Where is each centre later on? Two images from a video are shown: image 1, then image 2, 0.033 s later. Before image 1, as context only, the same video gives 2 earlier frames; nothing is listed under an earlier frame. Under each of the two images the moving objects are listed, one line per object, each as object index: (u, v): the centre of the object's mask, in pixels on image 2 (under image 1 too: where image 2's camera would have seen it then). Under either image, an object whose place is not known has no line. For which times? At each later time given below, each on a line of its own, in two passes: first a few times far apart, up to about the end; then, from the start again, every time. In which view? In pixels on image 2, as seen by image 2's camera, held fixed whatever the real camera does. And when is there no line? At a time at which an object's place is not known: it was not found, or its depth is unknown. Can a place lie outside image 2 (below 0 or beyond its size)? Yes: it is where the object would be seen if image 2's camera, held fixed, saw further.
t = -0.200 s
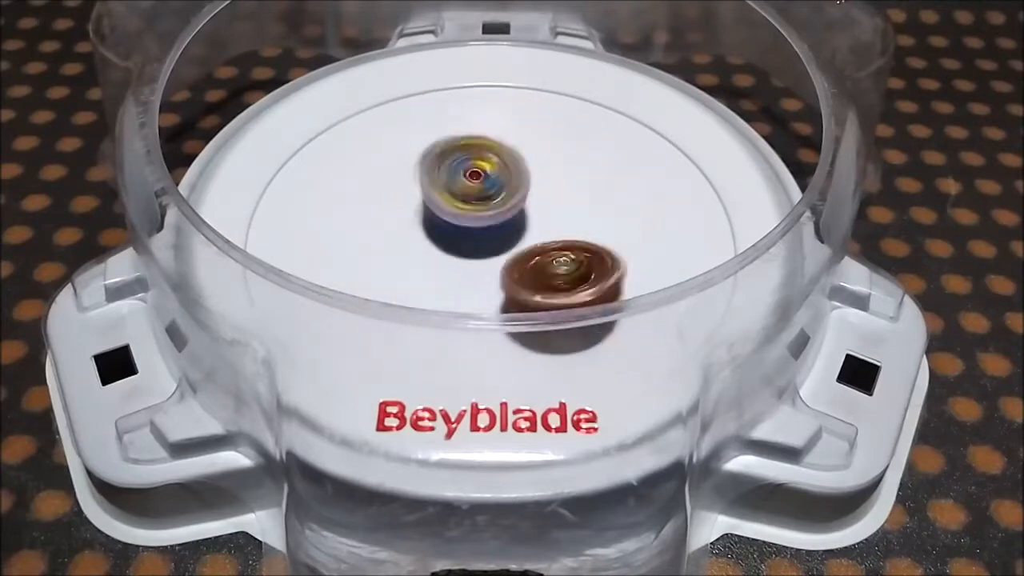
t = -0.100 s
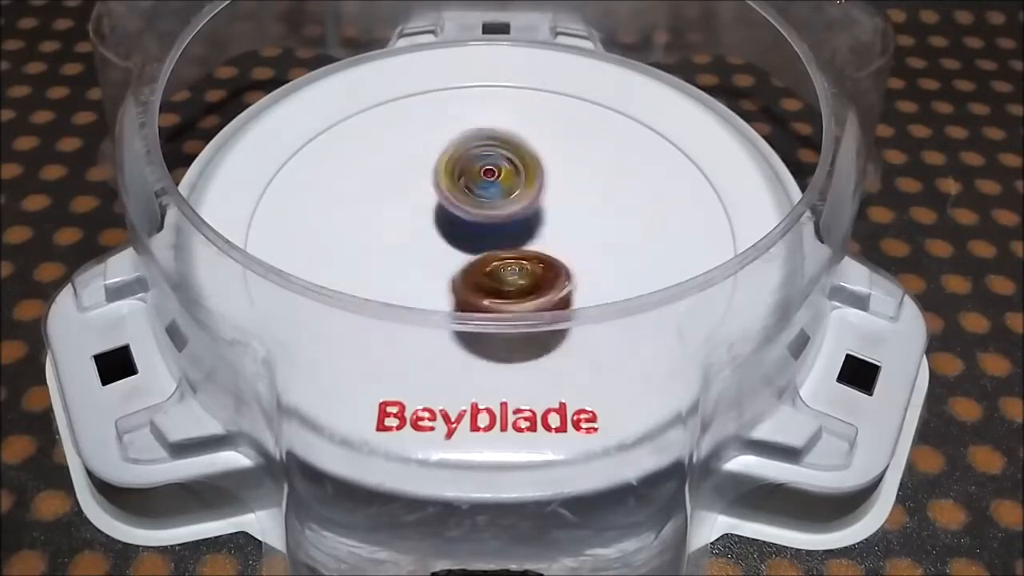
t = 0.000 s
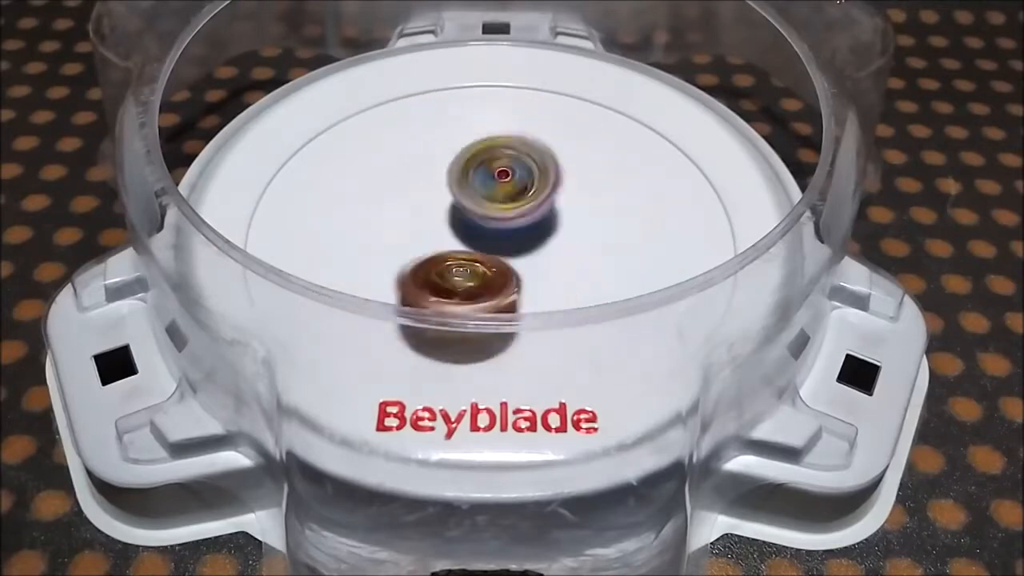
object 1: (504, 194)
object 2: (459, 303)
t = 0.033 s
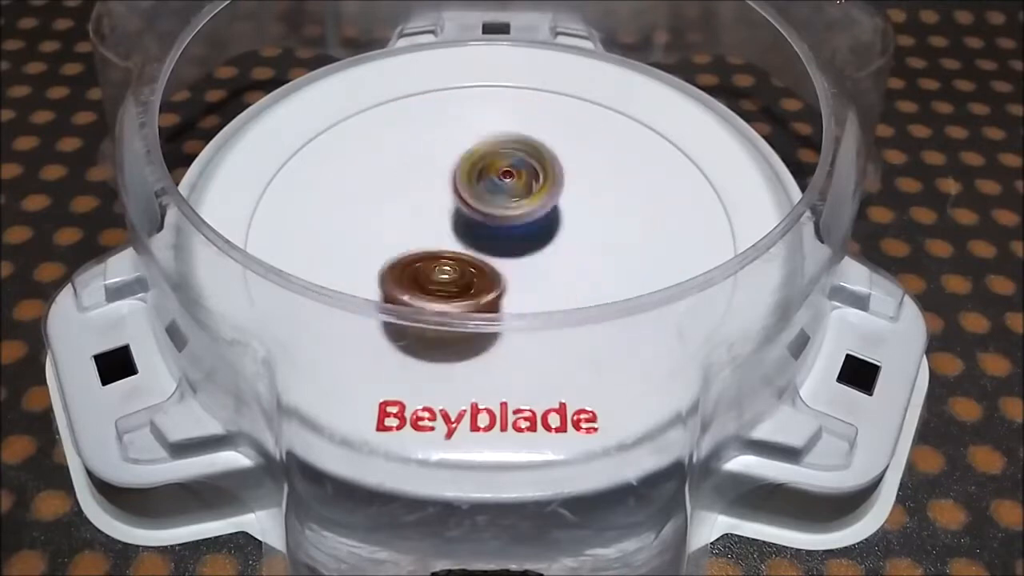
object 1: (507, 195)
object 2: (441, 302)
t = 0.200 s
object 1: (529, 209)
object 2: (376, 284)
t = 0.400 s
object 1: (535, 230)
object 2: (357, 247)
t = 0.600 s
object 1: (519, 250)
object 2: (386, 210)
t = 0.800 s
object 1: (486, 258)
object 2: (443, 162)
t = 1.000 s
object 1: (452, 254)
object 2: (509, 145)
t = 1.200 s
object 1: (435, 241)
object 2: (554, 155)
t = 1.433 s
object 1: (464, 229)
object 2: (578, 209)
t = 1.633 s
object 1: (460, 220)
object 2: (571, 264)
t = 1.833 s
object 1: (472, 215)
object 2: (523, 333)
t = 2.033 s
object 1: (490, 224)
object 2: (462, 333)
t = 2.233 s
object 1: (511, 229)
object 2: (403, 287)
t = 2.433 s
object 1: (520, 229)
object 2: (388, 235)
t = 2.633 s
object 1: (516, 228)
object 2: (416, 184)
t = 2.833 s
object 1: (504, 237)
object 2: (462, 143)
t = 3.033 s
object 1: (512, 234)
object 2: (527, 136)
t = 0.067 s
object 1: (512, 198)
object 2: (425, 300)
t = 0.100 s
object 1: (517, 201)
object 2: (409, 297)
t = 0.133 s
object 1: (521, 204)
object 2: (396, 294)
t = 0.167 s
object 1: (526, 206)
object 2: (385, 290)
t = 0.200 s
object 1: (529, 209)
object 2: (376, 284)
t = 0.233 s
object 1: (532, 213)
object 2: (367, 278)
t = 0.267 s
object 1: (533, 216)
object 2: (361, 273)
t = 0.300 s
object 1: (536, 220)
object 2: (360, 259)
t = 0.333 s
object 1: (536, 224)
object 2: (357, 255)
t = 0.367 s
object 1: (535, 226)
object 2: (356, 251)
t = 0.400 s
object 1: (535, 230)
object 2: (357, 247)
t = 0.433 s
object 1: (533, 235)
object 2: (359, 243)
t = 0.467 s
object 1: (532, 236)
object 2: (360, 240)
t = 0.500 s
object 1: (529, 241)
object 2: (365, 233)
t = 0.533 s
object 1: (527, 244)
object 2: (370, 226)
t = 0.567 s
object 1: (524, 247)
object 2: (378, 217)
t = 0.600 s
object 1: (519, 250)
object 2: (386, 210)
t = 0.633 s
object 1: (514, 253)
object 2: (394, 202)
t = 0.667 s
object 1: (510, 255)
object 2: (403, 194)
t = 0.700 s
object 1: (505, 256)
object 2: (411, 186)
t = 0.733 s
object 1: (498, 257)
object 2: (421, 177)
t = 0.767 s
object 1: (492, 257)
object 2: (431, 169)
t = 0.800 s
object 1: (486, 258)
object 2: (443, 162)
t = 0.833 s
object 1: (482, 259)
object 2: (456, 157)
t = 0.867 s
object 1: (476, 258)
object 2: (468, 153)
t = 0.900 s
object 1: (469, 257)
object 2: (480, 150)
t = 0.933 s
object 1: (463, 256)
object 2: (490, 147)
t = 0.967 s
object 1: (458, 256)
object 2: (500, 146)
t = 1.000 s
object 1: (452, 254)
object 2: (509, 145)
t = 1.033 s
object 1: (448, 251)
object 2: (517, 144)
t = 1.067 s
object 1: (442, 249)
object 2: (526, 143)
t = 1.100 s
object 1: (438, 247)
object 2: (535, 145)
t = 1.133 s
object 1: (436, 246)
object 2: (541, 147)
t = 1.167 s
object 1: (437, 244)
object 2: (548, 150)
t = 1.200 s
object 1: (435, 241)
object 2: (554, 155)
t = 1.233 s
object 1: (435, 240)
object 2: (559, 160)
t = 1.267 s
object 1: (440, 238)
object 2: (565, 166)
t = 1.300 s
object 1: (442, 236)
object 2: (569, 174)
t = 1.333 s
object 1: (443, 234)
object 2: (572, 181)
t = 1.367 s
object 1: (449, 232)
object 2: (575, 190)
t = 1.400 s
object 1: (458, 230)
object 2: (577, 199)
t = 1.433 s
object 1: (464, 229)
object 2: (578, 209)
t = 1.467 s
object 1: (462, 227)
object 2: (579, 220)
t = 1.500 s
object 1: (461, 227)
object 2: (577, 230)
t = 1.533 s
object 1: (463, 226)
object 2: (575, 241)
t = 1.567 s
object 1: (458, 223)
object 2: (577, 251)
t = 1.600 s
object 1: (458, 220)
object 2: (574, 259)
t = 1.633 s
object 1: (460, 220)
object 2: (571, 264)
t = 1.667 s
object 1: (463, 220)
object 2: (567, 270)
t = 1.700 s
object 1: (459, 220)
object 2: (561, 287)
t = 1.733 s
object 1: (457, 215)
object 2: (551, 303)
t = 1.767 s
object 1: (462, 215)
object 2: (541, 311)
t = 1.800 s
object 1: (469, 215)
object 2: (532, 312)
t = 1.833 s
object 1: (472, 215)
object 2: (523, 333)
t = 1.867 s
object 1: (471, 216)
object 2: (513, 332)
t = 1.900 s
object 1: (472, 216)
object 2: (502, 335)
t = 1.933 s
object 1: (476, 217)
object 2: (492, 336)
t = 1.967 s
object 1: (481, 218)
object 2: (481, 336)
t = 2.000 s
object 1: (486, 221)
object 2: (472, 334)
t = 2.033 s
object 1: (490, 224)
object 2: (462, 333)
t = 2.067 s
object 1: (491, 225)
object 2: (449, 332)
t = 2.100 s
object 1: (491, 227)
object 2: (443, 310)
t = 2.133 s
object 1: (498, 227)
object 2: (431, 310)
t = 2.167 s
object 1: (503, 226)
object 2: (418, 304)
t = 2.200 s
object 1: (506, 227)
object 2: (411, 297)
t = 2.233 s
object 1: (511, 229)
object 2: (403, 287)
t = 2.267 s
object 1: (513, 228)
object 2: (399, 268)
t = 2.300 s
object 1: (514, 228)
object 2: (393, 263)
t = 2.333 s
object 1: (518, 229)
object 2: (390, 257)
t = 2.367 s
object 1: (520, 228)
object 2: (387, 251)
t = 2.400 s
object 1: (518, 228)
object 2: (386, 244)
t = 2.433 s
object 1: (520, 229)
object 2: (388, 235)
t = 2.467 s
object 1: (522, 228)
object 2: (390, 225)
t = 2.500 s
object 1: (520, 229)
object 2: (394, 216)
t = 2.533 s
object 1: (517, 229)
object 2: (399, 208)
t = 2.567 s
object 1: (516, 228)
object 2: (405, 200)
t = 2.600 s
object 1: (517, 228)
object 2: (411, 192)
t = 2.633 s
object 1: (516, 228)
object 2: (416, 184)
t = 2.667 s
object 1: (511, 229)
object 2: (423, 173)
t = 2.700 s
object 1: (514, 235)
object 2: (431, 163)
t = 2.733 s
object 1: (512, 238)
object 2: (439, 157)
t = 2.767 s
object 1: (507, 239)
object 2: (445, 151)
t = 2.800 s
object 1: (503, 240)
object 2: (454, 148)
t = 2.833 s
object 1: (504, 237)
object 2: (462, 143)
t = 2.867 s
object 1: (505, 236)
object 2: (474, 140)
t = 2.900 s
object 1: (509, 236)
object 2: (484, 138)
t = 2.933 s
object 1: (510, 235)
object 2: (495, 135)
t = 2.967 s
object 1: (512, 236)
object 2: (505, 135)
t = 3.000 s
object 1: (513, 234)
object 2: (517, 134)
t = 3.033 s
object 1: (512, 234)
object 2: (527, 136)
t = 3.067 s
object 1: (514, 233)
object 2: (538, 138)
